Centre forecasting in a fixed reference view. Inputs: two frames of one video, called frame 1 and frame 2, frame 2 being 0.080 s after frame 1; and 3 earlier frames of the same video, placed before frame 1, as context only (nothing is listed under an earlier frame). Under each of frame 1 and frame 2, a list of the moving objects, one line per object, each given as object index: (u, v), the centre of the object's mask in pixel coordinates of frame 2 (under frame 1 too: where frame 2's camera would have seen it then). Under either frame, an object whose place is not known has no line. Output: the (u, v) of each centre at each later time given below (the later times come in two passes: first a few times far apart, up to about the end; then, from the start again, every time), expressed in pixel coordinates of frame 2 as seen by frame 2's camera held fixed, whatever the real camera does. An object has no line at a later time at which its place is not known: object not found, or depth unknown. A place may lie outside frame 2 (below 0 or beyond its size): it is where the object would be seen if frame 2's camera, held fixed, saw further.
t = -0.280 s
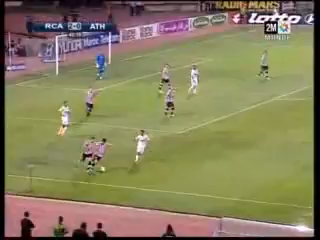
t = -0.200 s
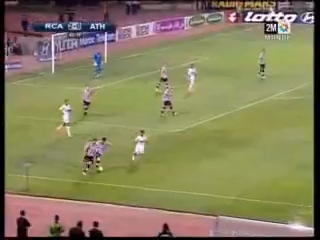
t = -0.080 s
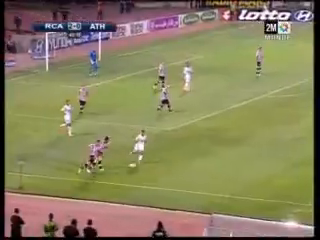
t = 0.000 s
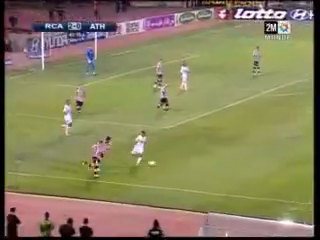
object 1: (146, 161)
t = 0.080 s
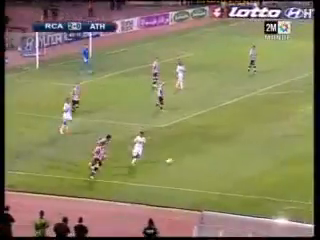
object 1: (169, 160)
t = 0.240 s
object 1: (211, 159)
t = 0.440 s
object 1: (256, 157)
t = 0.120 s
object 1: (180, 159)
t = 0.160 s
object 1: (191, 159)
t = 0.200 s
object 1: (201, 159)
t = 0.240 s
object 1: (211, 159)
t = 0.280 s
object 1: (220, 158)
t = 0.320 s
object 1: (229, 157)
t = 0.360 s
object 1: (239, 157)
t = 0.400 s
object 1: (248, 157)
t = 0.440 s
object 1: (256, 157)
